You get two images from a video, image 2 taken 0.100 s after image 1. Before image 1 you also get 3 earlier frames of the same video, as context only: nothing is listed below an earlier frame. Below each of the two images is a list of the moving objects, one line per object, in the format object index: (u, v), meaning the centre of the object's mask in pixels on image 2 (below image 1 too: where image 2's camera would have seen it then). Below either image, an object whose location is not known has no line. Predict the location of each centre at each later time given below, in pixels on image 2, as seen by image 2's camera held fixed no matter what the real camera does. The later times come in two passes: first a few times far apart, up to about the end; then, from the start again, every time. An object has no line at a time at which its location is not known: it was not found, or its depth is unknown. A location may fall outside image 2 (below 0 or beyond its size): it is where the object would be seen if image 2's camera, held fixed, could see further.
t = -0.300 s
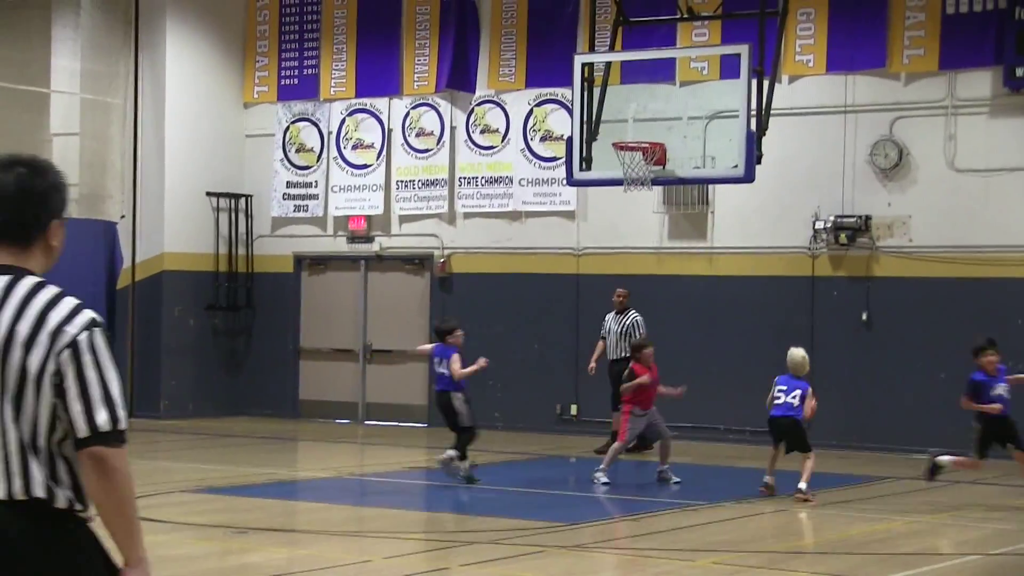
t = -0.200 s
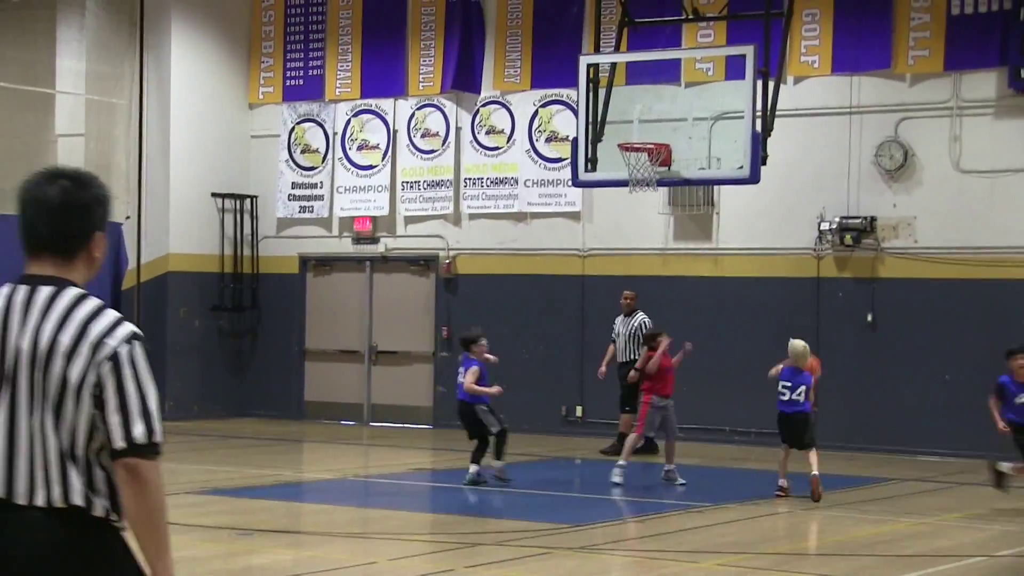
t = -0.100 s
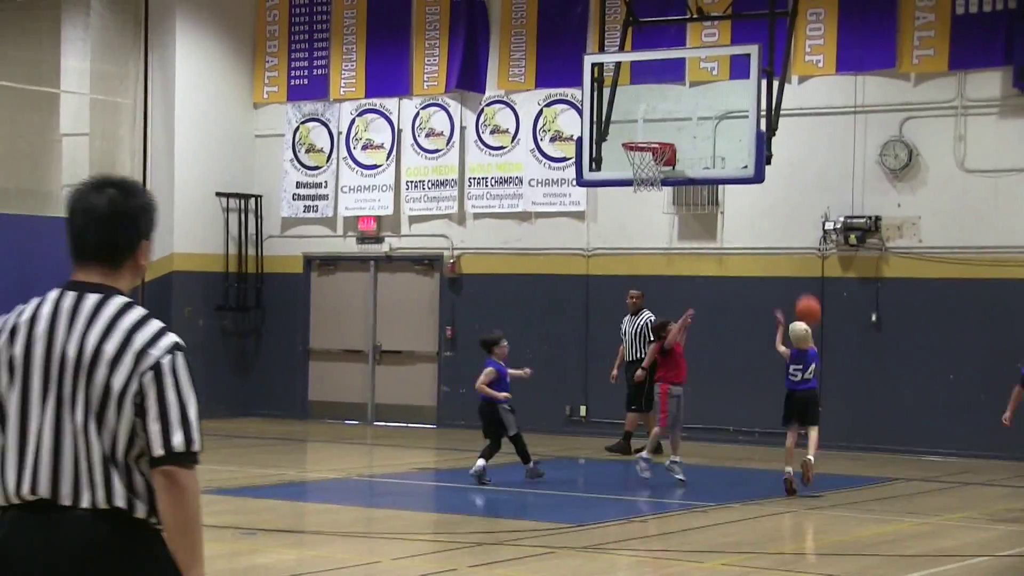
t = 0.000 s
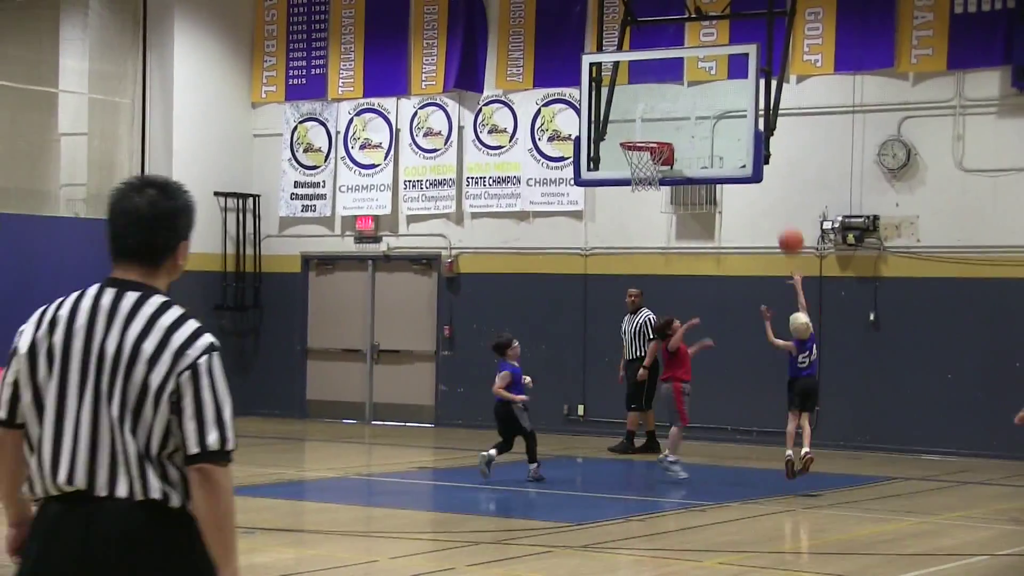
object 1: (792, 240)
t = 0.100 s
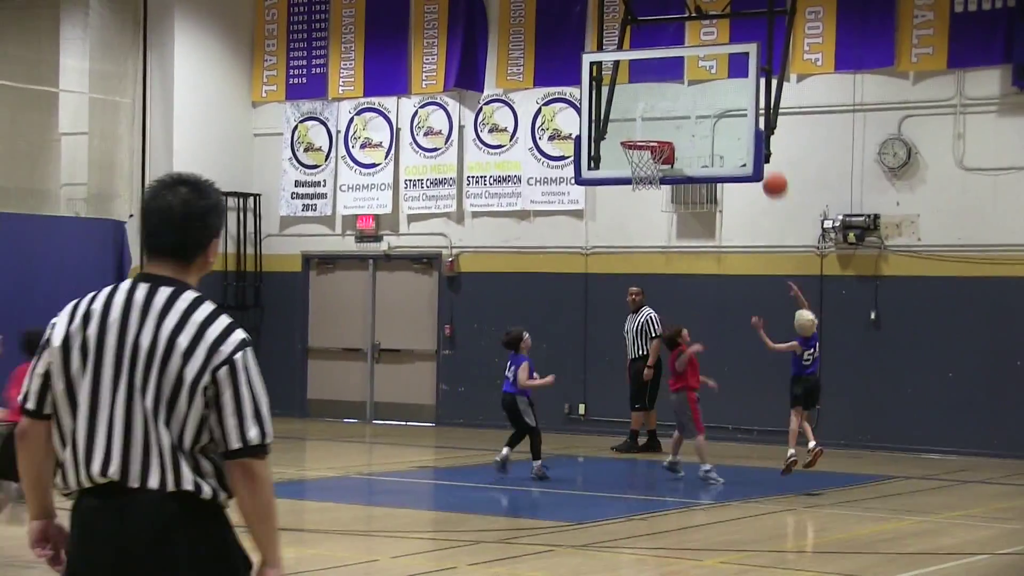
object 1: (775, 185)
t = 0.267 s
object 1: (747, 120)
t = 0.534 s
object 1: (706, 84)
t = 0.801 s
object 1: (656, 122)
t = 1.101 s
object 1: (634, 190)
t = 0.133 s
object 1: (769, 169)
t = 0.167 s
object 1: (764, 155)
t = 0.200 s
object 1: (758, 142)
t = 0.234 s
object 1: (753, 131)
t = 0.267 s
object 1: (747, 120)
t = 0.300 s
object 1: (742, 111)
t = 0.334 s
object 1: (737, 104)
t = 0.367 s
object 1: (732, 98)
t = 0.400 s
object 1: (727, 93)
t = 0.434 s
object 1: (721, 89)
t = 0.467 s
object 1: (716, 87)
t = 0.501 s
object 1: (711, 85)
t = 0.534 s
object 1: (706, 84)
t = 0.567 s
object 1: (700, 85)
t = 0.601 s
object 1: (694, 87)
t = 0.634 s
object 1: (688, 90)
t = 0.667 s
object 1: (681, 94)
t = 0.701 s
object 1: (675, 99)
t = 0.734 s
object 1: (669, 106)
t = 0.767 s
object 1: (662, 114)
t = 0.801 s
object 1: (656, 122)
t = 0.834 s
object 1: (650, 131)
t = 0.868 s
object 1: (644, 144)
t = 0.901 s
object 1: (637, 155)
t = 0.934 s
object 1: (634, 163)
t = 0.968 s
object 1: (634, 168)
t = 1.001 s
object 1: (633, 171)
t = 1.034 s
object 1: (634, 177)
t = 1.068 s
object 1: (634, 183)
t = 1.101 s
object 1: (634, 190)
